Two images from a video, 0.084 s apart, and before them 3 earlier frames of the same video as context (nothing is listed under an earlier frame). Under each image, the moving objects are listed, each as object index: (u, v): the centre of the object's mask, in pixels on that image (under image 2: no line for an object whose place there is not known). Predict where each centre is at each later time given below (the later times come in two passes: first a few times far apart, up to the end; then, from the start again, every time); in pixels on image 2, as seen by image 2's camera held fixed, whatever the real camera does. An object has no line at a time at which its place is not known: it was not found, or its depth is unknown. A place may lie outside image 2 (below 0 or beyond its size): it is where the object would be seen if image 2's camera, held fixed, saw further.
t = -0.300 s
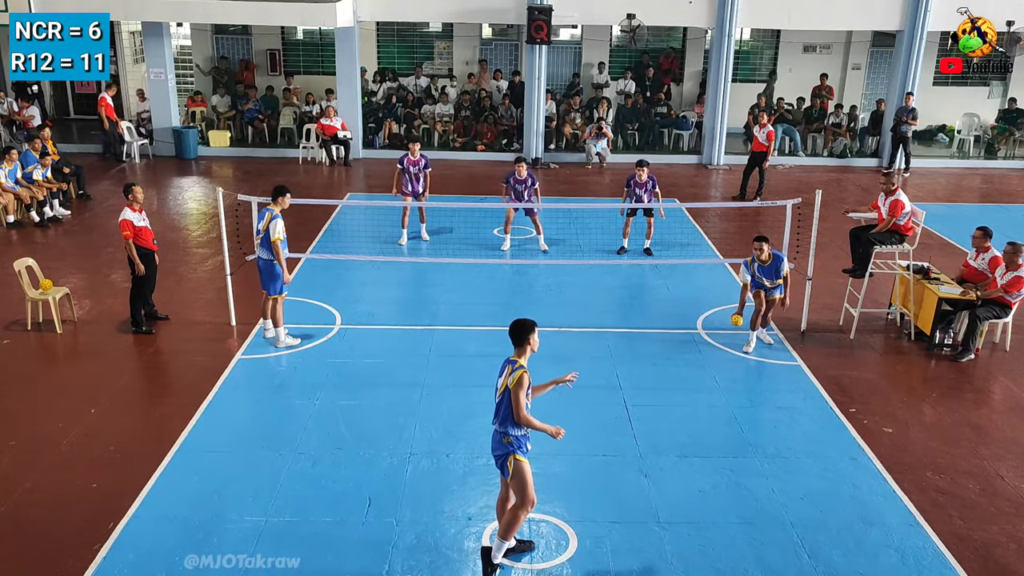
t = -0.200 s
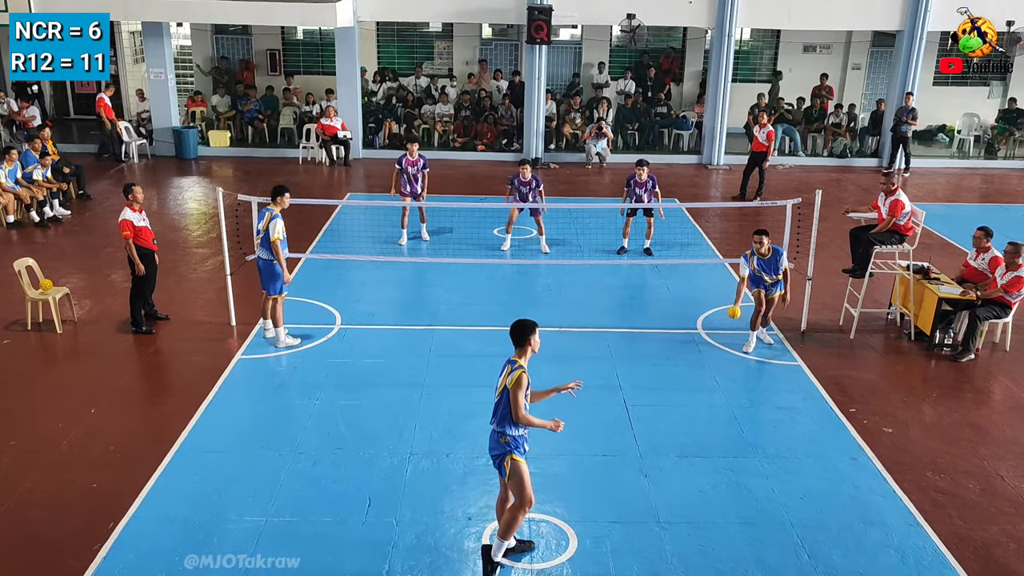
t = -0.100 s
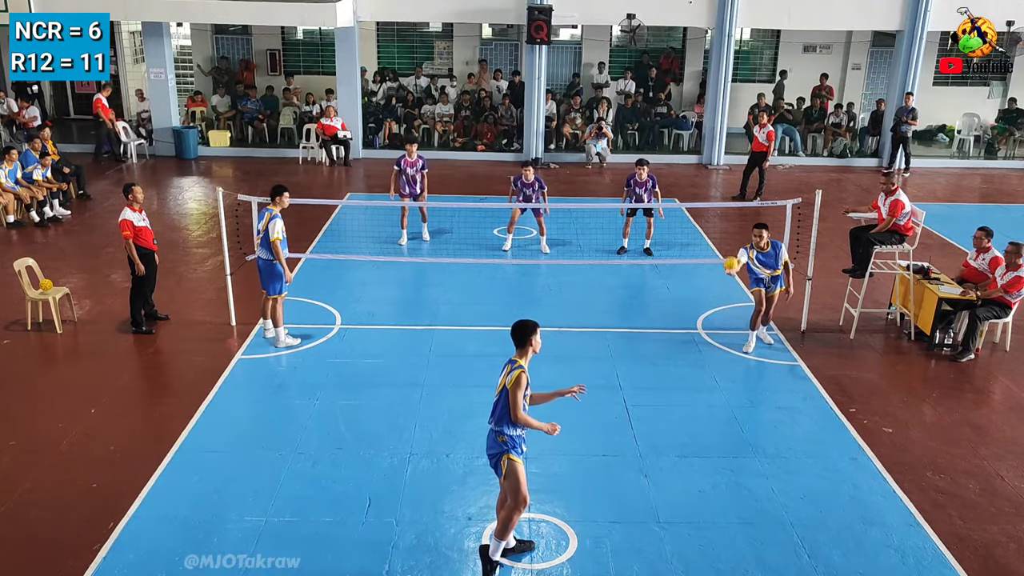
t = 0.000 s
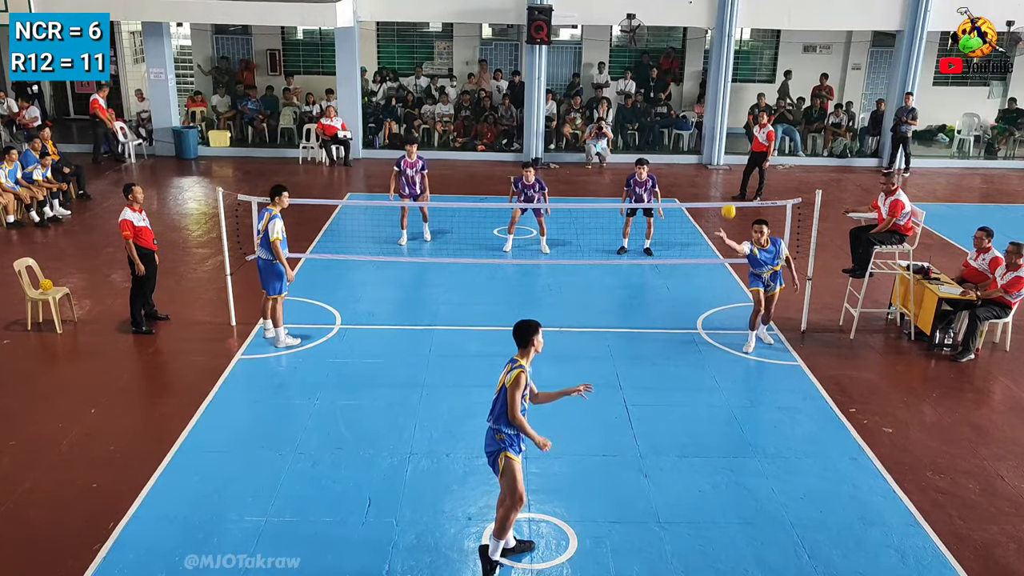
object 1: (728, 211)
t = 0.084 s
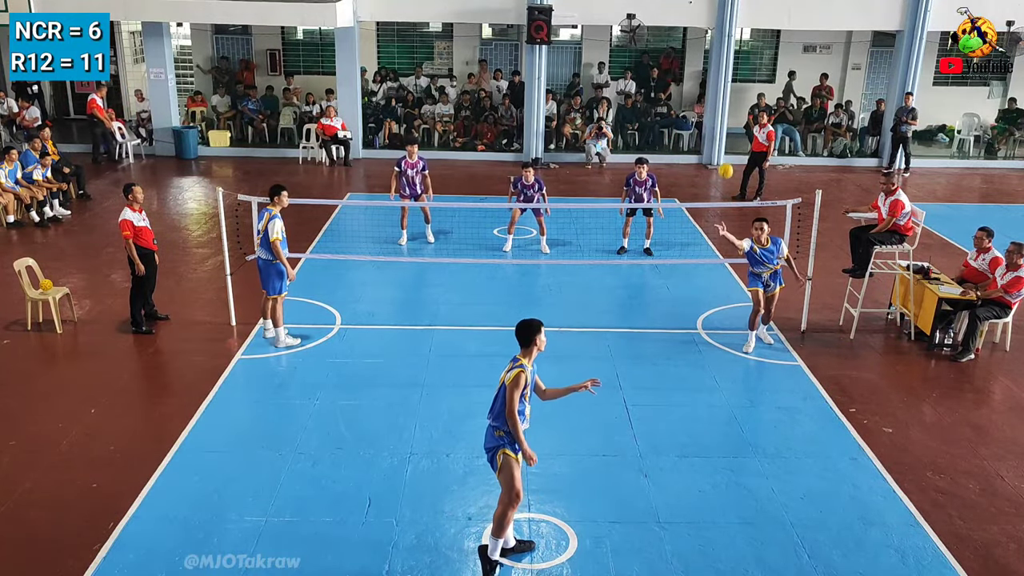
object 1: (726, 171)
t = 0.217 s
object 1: (718, 117)
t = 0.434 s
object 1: (702, 62)
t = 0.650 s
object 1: (678, 61)
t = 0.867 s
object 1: (645, 124)
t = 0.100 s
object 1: (725, 164)
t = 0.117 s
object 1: (724, 156)
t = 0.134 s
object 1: (724, 149)
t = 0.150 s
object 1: (723, 142)
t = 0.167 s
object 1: (722, 135)
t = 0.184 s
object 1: (721, 129)
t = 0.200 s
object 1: (719, 122)
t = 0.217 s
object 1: (718, 117)
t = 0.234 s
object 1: (718, 110)
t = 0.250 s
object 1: (716, 105)
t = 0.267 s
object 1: (715, 99)
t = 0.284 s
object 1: (714, 95)
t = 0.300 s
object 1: (713, 90)
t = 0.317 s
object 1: (712, 85)
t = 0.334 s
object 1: (711, 81)
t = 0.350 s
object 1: (709, 77)
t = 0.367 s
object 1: (708, 74)
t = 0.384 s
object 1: (707, 70)
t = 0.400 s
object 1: (705, 67)
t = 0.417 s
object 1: (704, 65)
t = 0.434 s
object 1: (702, 62)
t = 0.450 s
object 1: (700, 60)
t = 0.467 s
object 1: (699, 58)
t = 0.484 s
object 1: (697, 56)
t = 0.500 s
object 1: (695, 55)
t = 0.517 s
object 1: (694, 54)
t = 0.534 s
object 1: (692, 54)
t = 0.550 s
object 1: (690, 53)
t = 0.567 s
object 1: (688, 54)
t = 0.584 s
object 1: (686, 54)
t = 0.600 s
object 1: (684, 55)
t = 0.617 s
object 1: (682, 57)
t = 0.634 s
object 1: (680, 58)
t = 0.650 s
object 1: (678, 61)
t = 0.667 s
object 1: (675, 63)
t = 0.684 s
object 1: (673, 66)
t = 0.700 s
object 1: (671, 69)
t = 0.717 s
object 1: (668, 73)
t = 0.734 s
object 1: (666, 77)
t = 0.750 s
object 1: (664, 81)
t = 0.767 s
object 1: (661, 86)
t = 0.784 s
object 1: (659, 92)
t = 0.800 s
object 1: (656, 97)
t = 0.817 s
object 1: (654, 103)
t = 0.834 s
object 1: (651, 110)
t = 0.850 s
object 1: (648, 117)
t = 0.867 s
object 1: (645, 124)
